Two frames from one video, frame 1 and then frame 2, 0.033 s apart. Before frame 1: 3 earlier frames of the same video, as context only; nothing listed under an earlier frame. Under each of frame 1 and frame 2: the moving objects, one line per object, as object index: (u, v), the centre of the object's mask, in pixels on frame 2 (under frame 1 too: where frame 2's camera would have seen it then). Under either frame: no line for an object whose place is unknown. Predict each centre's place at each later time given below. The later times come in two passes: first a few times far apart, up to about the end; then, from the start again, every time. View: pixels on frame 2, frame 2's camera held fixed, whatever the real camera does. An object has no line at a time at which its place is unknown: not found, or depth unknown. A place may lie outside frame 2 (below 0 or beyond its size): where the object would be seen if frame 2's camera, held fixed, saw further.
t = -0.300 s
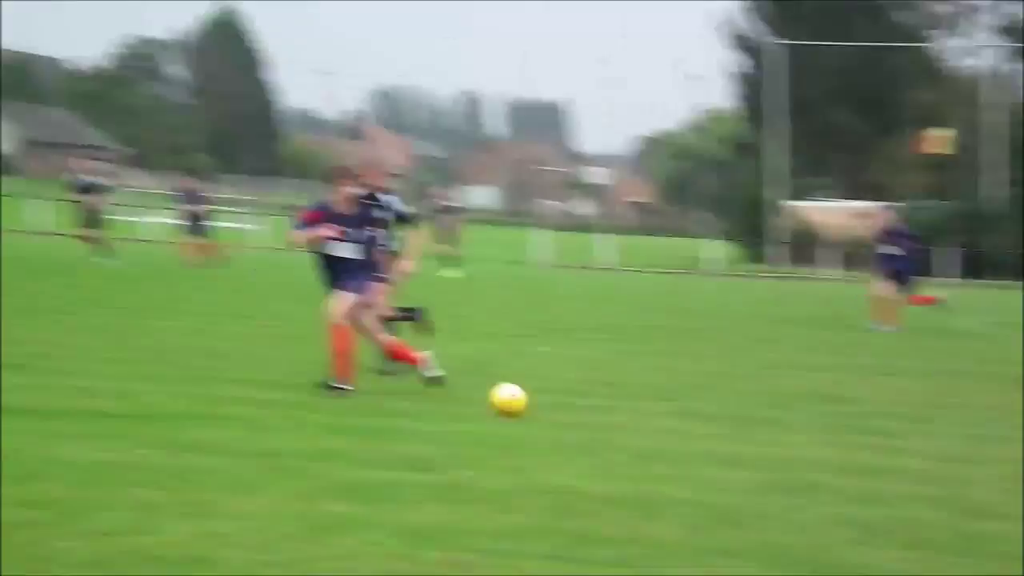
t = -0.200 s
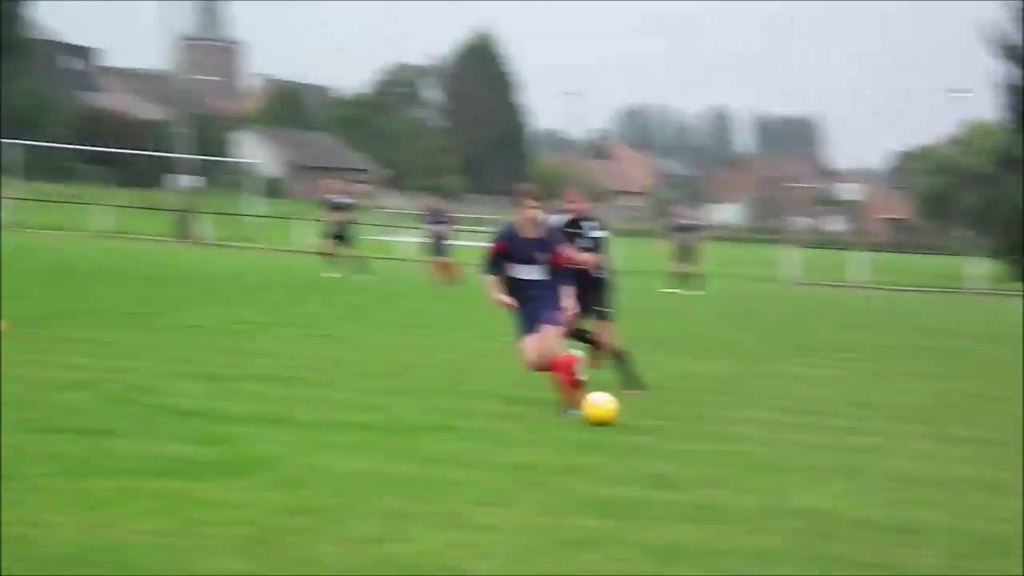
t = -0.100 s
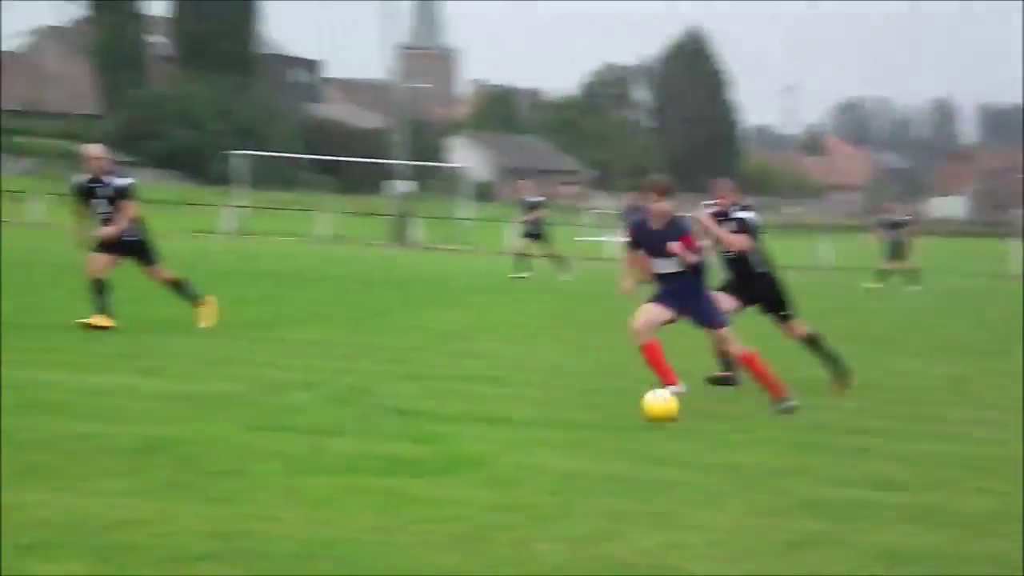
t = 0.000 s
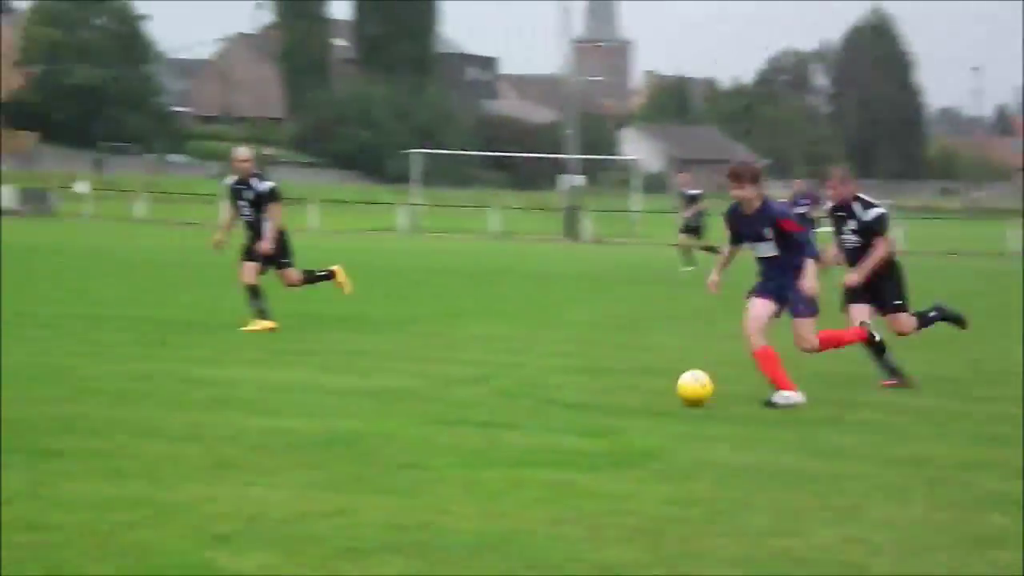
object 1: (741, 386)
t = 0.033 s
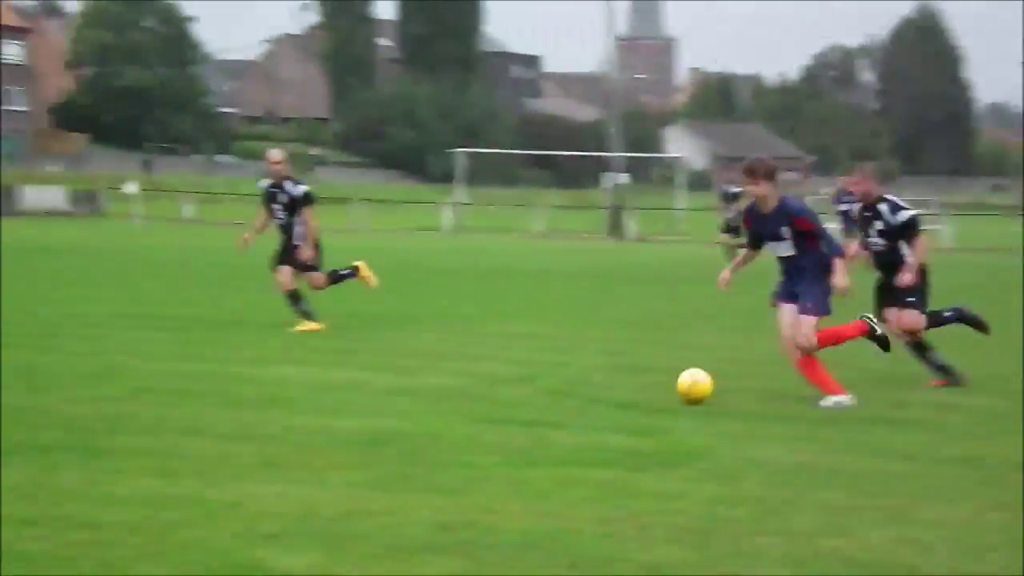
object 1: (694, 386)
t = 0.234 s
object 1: (447, 378)
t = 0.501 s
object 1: (147, 373)
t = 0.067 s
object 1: (648, 386)
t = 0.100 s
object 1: (604, 386)
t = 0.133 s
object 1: (565, 382)
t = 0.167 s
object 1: (525, 379)
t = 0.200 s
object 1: (486, 378)
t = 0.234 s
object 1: (447, 378)
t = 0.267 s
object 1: (409, 379)
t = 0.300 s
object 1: (371, 378)
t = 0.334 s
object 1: (333, 376)
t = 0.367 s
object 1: (295, 375)
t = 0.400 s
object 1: (258, 376)
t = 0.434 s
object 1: (220, 376)
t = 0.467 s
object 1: (182, 374)
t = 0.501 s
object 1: (147, 373)
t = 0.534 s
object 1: (110, 372)
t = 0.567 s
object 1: (72, 372)
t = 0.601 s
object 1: (35, 373)
